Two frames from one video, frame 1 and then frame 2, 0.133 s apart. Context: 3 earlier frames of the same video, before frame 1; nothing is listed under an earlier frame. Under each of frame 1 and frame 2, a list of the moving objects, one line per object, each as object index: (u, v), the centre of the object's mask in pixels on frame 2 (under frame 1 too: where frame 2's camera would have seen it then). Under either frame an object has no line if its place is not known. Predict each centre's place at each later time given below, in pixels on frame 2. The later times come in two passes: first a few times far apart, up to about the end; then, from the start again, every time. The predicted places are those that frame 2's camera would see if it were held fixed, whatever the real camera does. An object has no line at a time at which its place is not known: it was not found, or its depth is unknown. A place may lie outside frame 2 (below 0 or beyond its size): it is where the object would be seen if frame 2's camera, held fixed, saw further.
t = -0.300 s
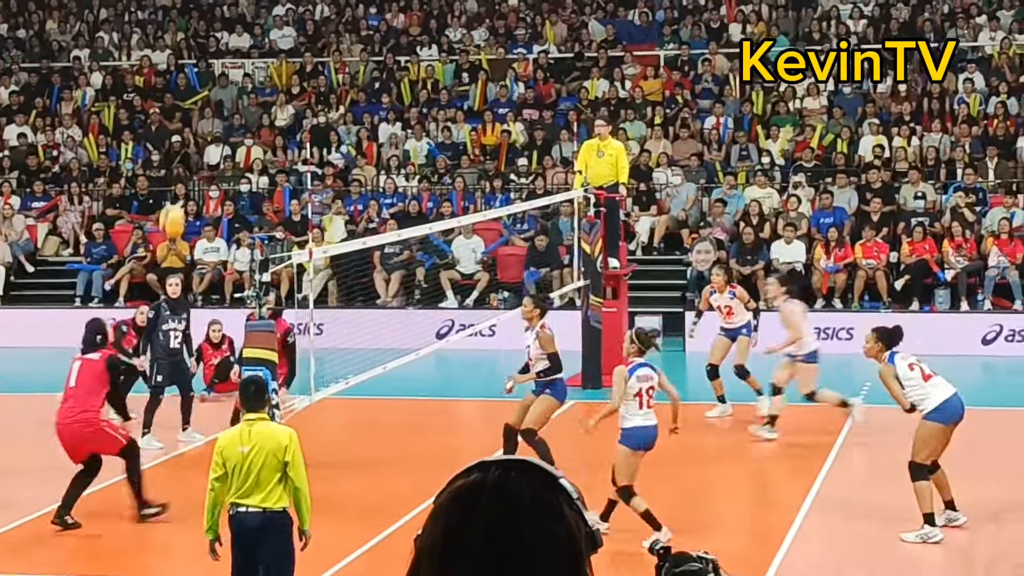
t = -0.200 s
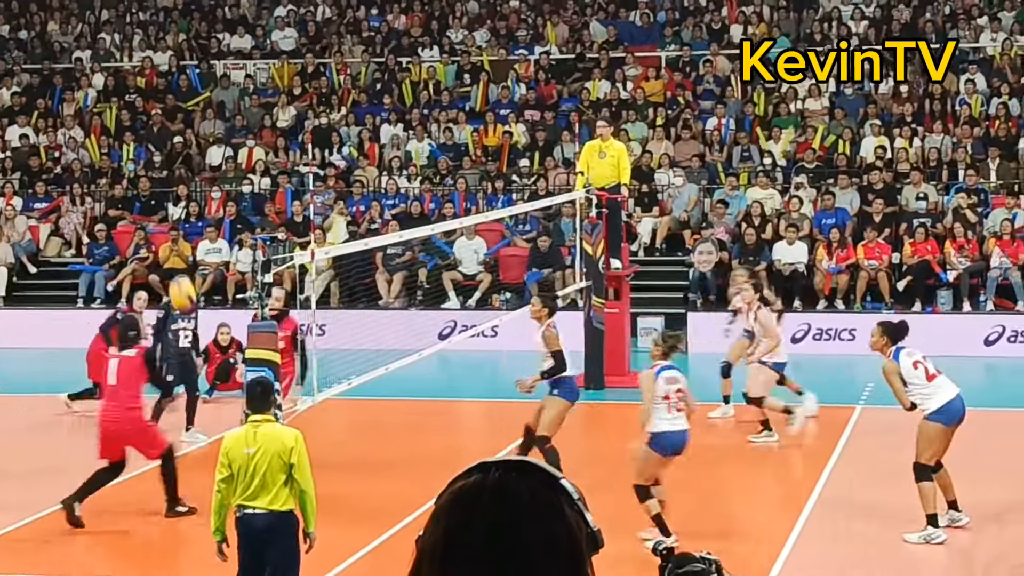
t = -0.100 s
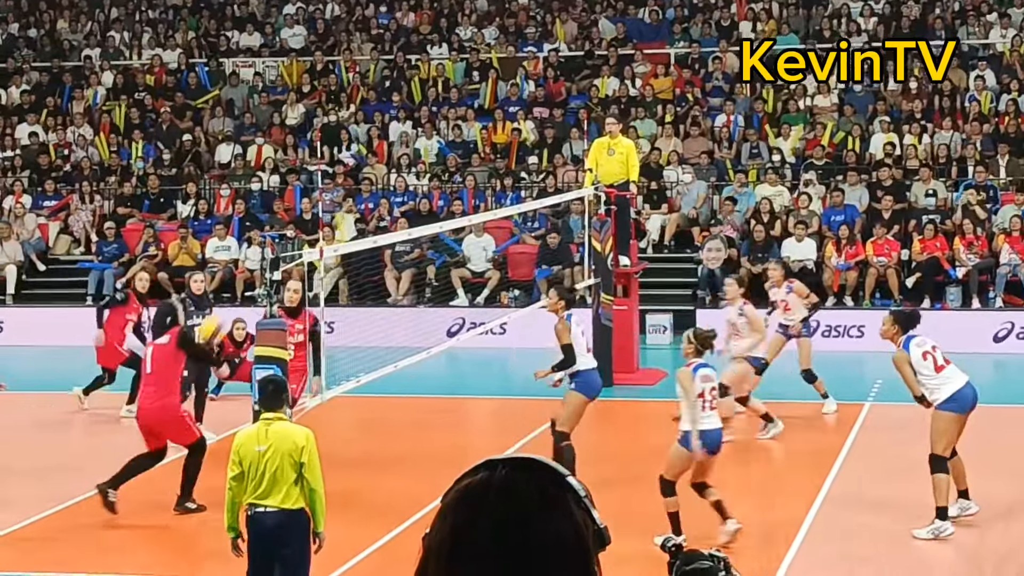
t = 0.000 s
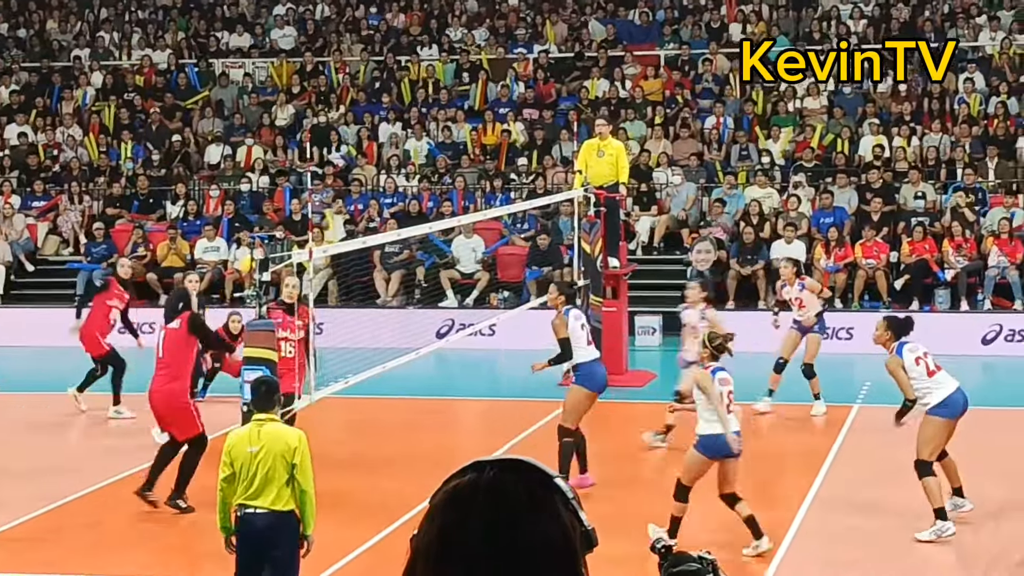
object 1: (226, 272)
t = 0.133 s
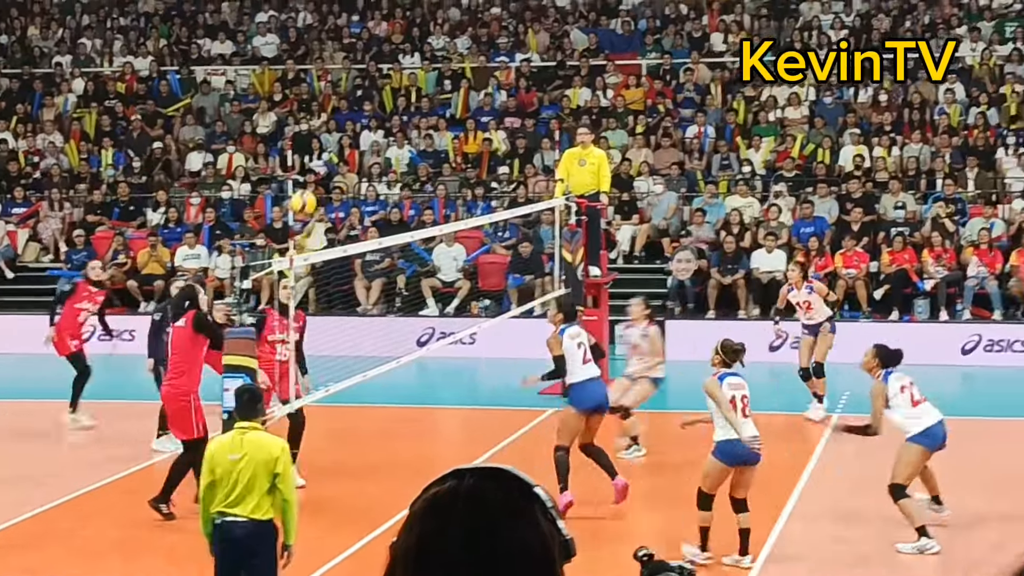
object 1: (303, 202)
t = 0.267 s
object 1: (367, 161)
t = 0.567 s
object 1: (502, 143)
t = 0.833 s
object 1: (613, 212)
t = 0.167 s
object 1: (319, 190)
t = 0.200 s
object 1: (335, 179)
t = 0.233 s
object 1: (351, 169)
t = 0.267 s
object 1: (367, 161)
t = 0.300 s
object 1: (383, 154)
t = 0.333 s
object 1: (398, 148)
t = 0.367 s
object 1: (413, 142)
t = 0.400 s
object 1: (428, 140)
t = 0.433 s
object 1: (443, 138)
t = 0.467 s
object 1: (459, 136)
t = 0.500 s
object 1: (472, 139)
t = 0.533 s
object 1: (488, 139)
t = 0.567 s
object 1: (502, 143)
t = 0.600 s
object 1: (516, 147)
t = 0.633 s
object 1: (530, 153)
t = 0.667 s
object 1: (544, 160)
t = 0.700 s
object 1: (557, 167)
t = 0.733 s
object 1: (570, 175)
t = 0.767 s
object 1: (585, 187)
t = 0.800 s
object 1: (598, 199)
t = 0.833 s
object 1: (613, 212)
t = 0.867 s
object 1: (625, 224)
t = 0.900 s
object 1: (640, 241)
